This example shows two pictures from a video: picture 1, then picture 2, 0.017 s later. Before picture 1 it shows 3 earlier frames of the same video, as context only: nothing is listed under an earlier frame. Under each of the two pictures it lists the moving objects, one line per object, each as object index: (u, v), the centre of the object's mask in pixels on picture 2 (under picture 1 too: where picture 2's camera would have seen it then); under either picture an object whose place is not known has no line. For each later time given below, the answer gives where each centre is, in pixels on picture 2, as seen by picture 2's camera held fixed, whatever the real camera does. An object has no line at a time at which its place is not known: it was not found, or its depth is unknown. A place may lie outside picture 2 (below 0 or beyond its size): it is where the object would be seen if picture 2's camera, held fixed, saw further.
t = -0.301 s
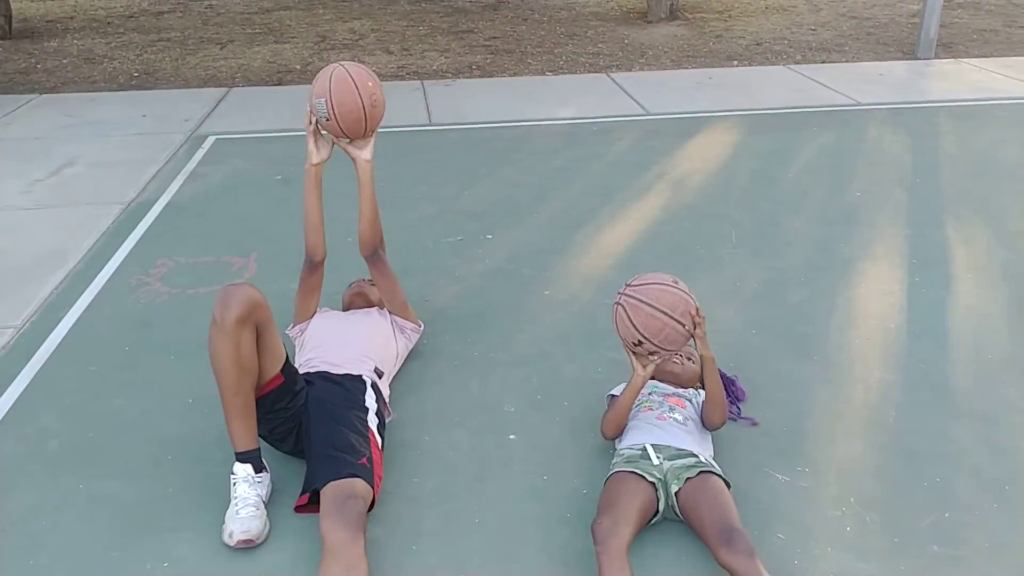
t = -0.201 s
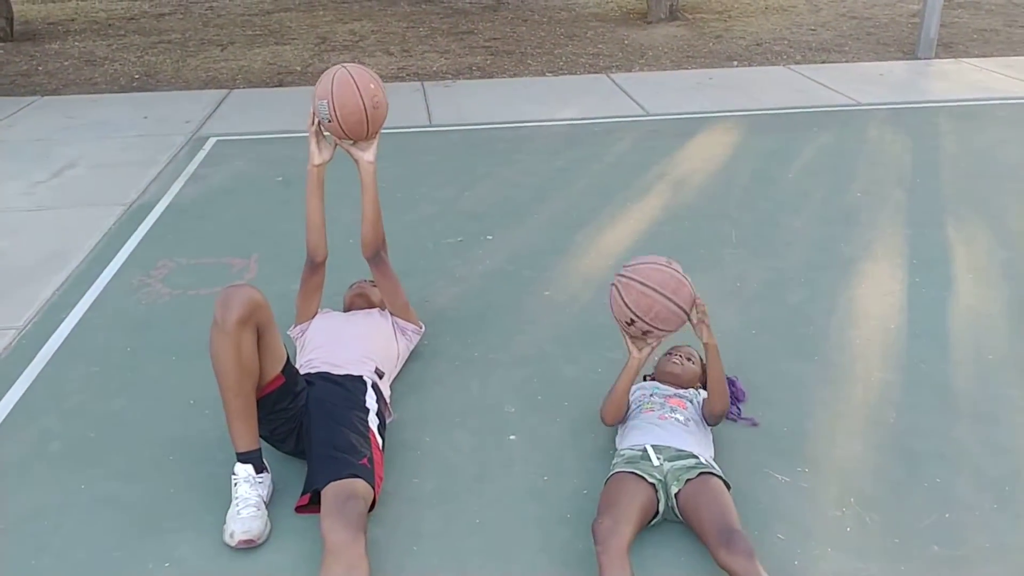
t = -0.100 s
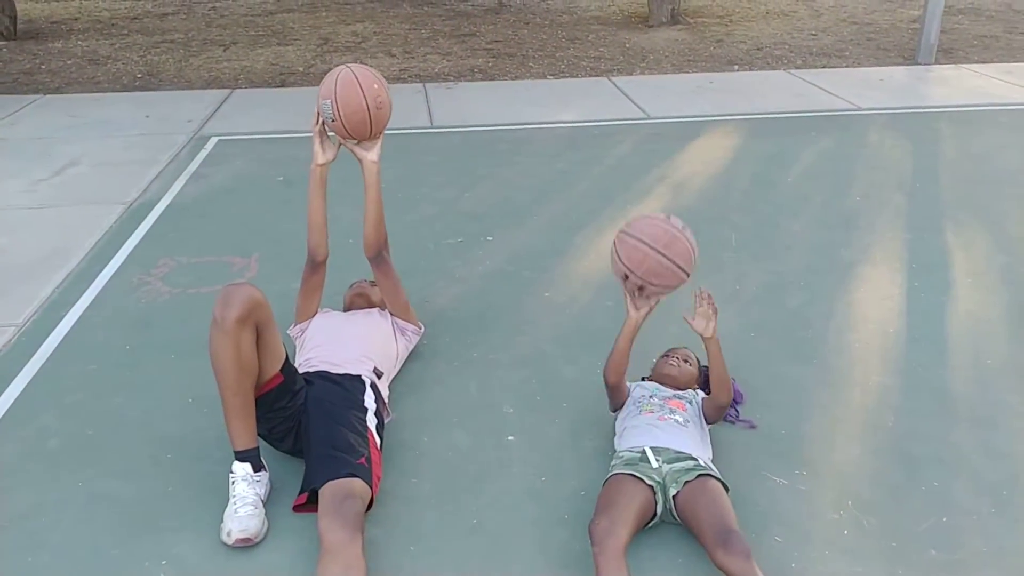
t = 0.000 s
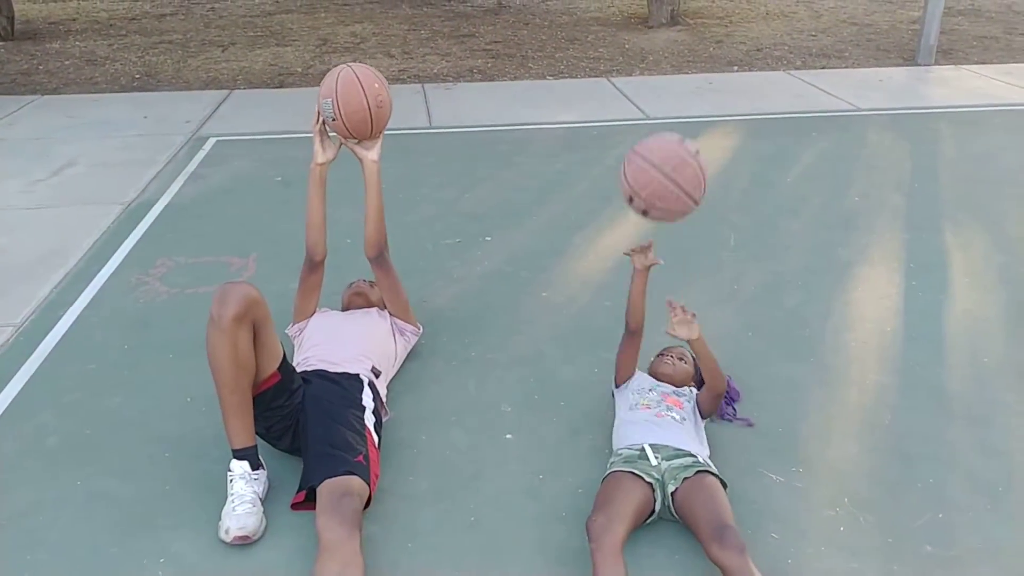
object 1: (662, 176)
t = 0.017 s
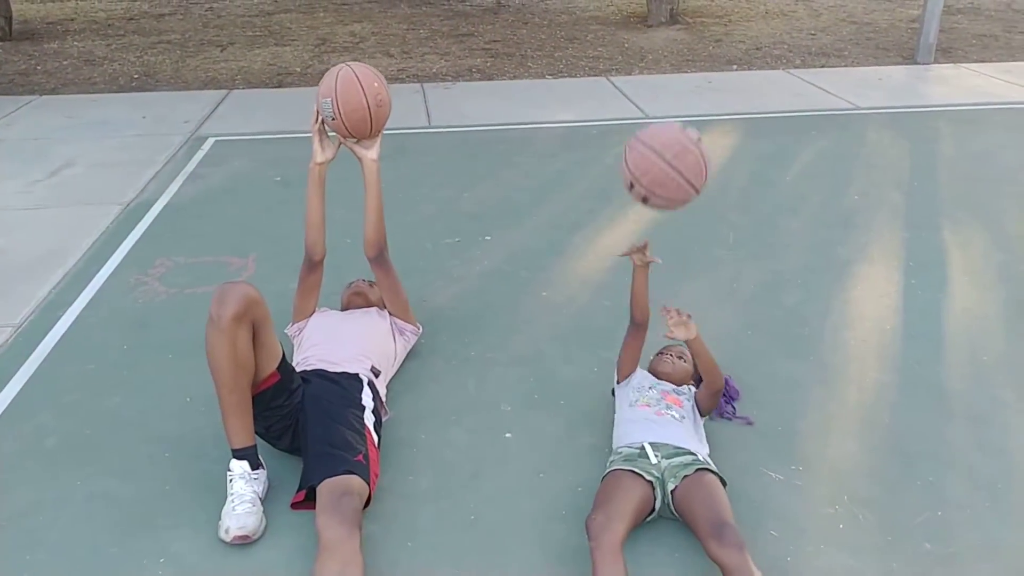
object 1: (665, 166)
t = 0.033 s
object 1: (667, 157)
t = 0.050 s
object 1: (670, 147)
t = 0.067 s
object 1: (672, 138)
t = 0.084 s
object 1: (674, 132)
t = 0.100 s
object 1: (675, 125)
